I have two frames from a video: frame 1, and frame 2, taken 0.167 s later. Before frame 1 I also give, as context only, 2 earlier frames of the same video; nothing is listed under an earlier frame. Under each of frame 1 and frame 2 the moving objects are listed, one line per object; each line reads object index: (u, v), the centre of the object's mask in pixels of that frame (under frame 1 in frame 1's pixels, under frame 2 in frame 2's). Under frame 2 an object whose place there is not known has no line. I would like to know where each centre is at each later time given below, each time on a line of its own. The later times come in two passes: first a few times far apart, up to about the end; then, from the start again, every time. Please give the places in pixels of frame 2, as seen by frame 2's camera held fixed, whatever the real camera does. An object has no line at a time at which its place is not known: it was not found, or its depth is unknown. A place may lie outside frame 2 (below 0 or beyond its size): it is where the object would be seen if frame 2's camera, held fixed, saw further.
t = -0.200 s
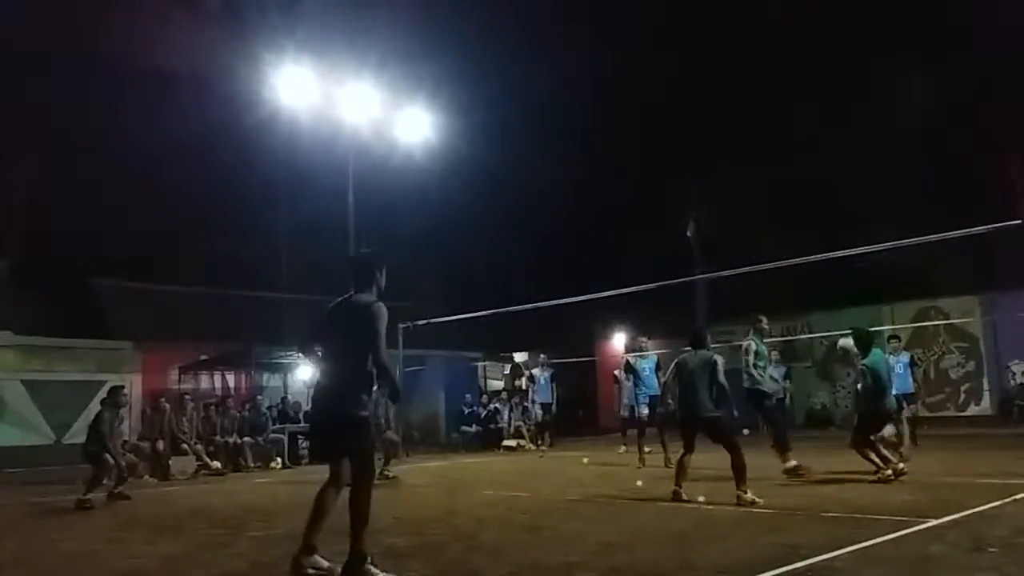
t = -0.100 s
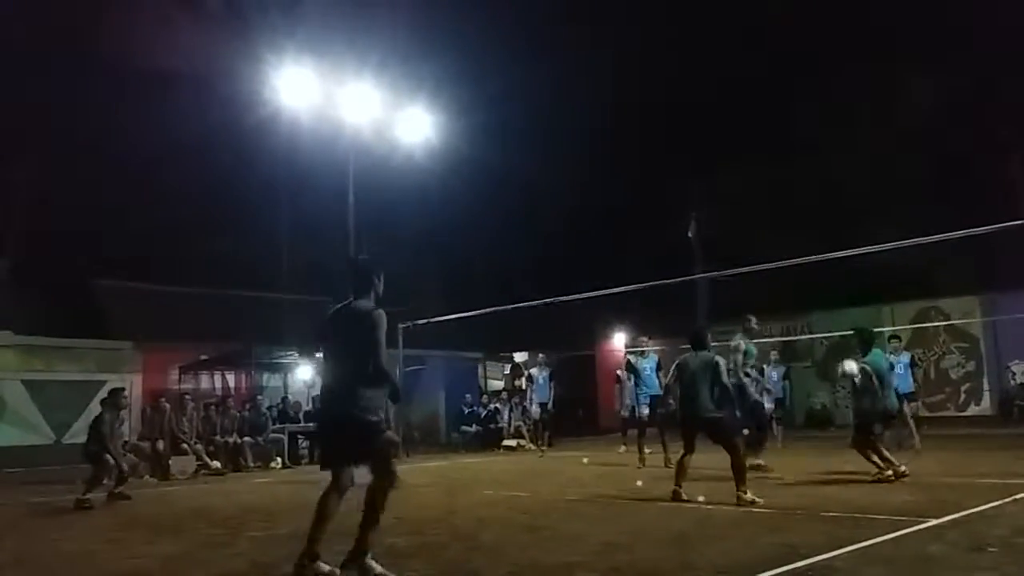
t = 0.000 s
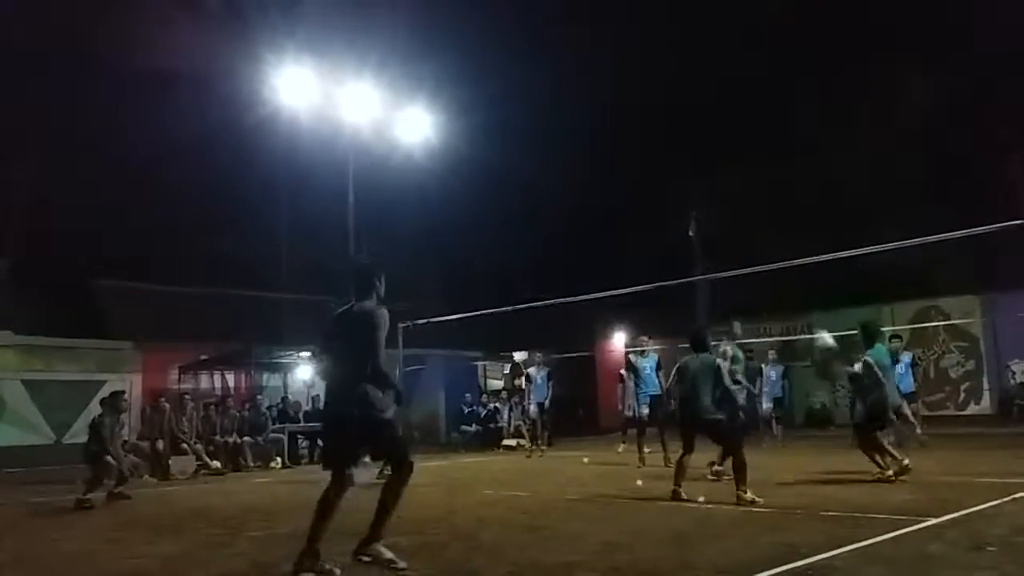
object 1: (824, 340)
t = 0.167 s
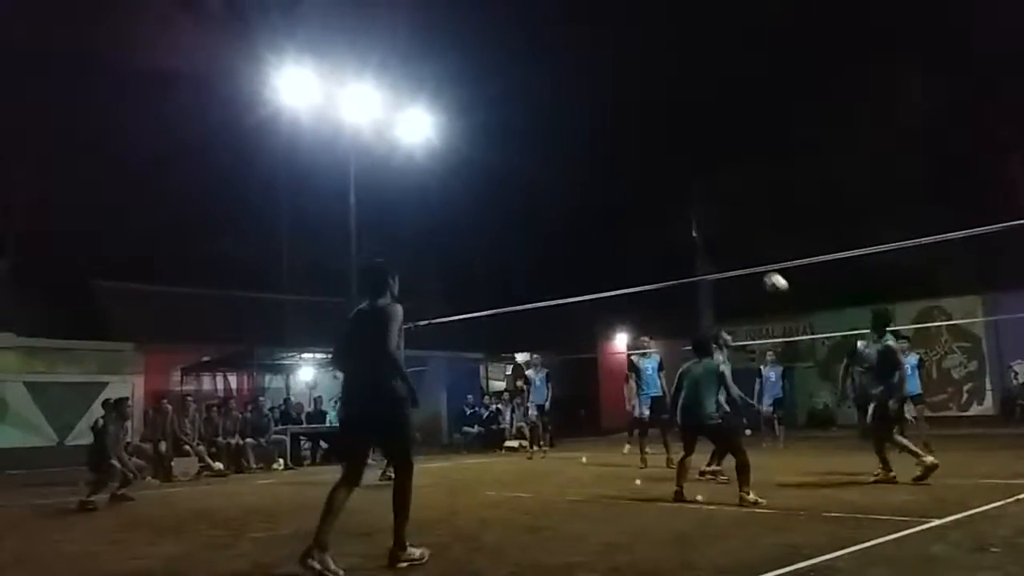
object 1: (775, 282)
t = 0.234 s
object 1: (757, 268)
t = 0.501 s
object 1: (688, 237)
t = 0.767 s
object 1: (626, 265)
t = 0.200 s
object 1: (766, 274)
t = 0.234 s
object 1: (757, 268)
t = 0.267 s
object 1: (747, 258)
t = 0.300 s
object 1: (738, 252)
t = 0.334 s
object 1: (730, 248)
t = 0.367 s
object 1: (721, 245)
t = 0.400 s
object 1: (712, 242)
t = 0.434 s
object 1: (704, 239)
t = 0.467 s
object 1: (695, 238)
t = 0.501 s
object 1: (688, 237)
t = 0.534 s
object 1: (679, 237)
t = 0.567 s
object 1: (672, 238)
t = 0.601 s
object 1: (664, 241)
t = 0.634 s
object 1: (656, 244)
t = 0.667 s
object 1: (649, 248)
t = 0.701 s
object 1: (641, 253)
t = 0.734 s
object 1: (633, 258)
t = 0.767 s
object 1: (626, 265)
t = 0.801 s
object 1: (619, 272)
